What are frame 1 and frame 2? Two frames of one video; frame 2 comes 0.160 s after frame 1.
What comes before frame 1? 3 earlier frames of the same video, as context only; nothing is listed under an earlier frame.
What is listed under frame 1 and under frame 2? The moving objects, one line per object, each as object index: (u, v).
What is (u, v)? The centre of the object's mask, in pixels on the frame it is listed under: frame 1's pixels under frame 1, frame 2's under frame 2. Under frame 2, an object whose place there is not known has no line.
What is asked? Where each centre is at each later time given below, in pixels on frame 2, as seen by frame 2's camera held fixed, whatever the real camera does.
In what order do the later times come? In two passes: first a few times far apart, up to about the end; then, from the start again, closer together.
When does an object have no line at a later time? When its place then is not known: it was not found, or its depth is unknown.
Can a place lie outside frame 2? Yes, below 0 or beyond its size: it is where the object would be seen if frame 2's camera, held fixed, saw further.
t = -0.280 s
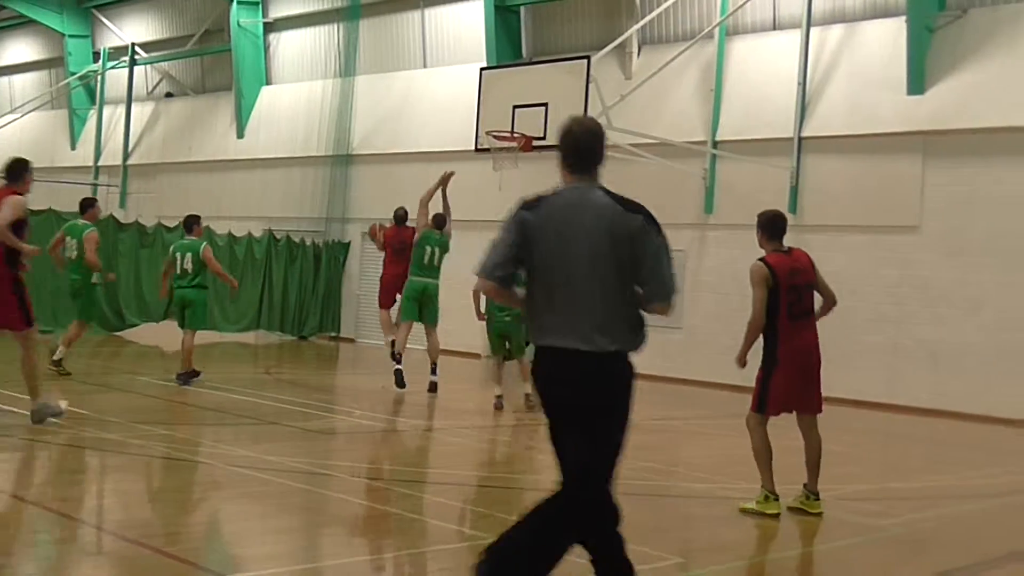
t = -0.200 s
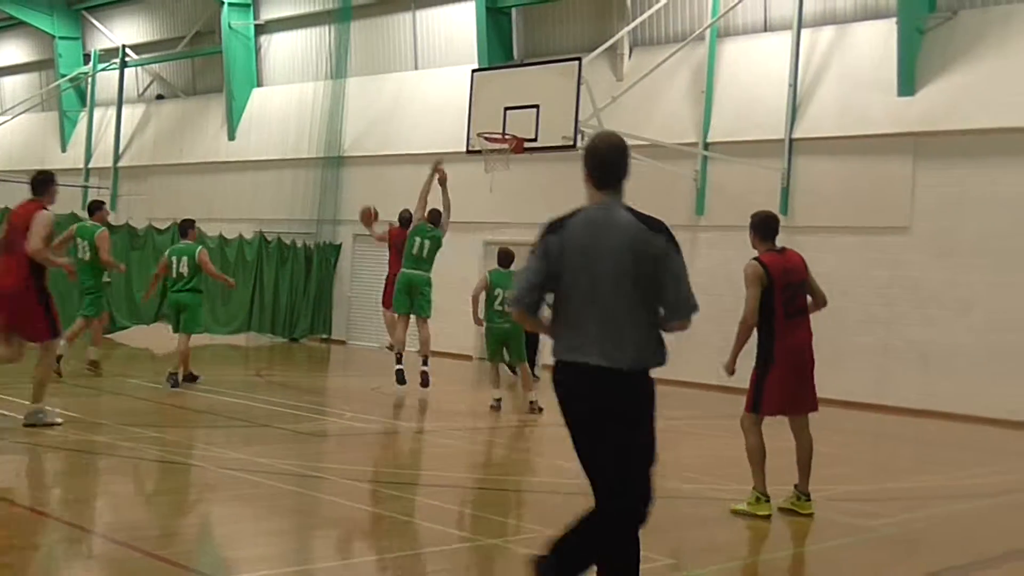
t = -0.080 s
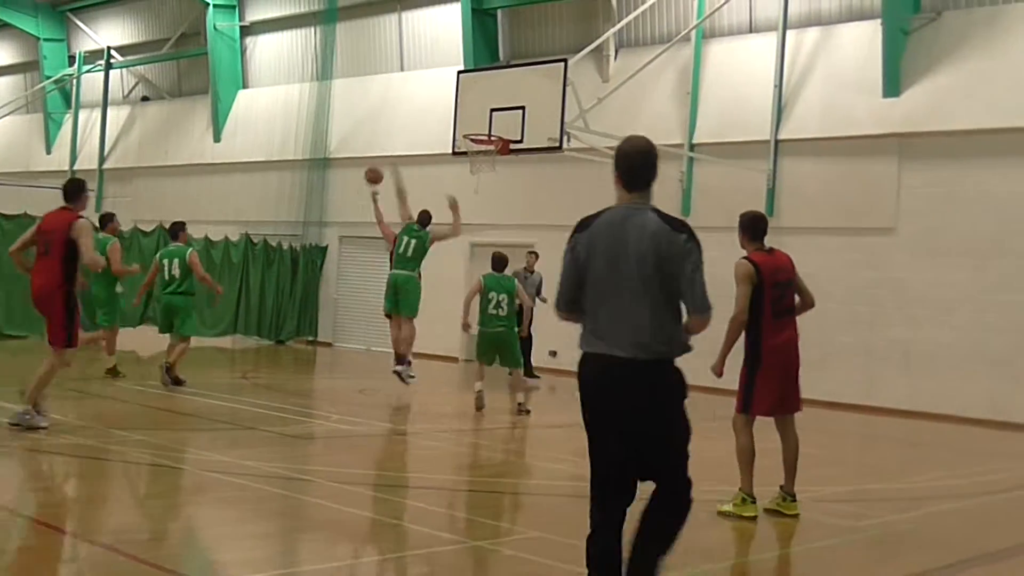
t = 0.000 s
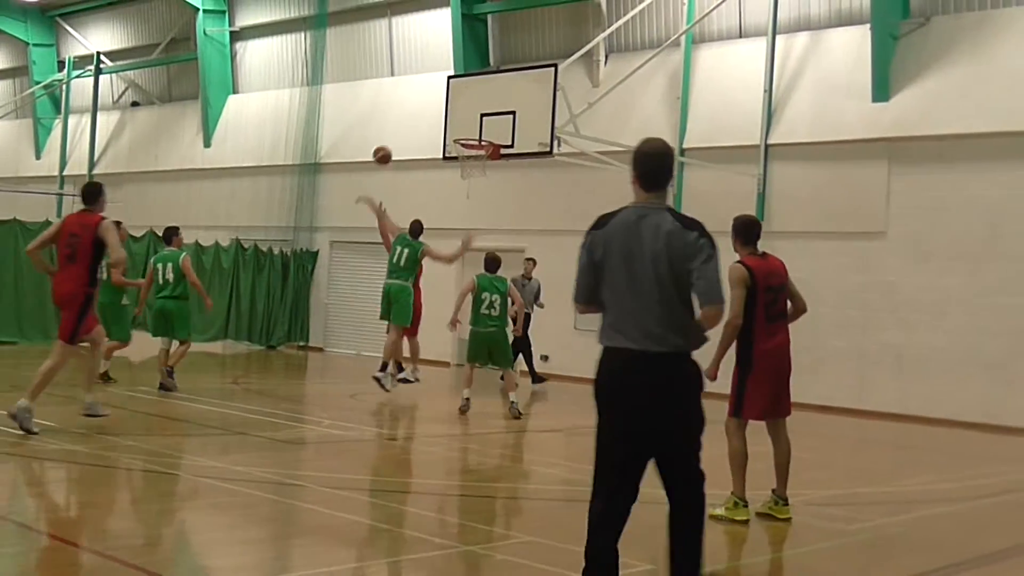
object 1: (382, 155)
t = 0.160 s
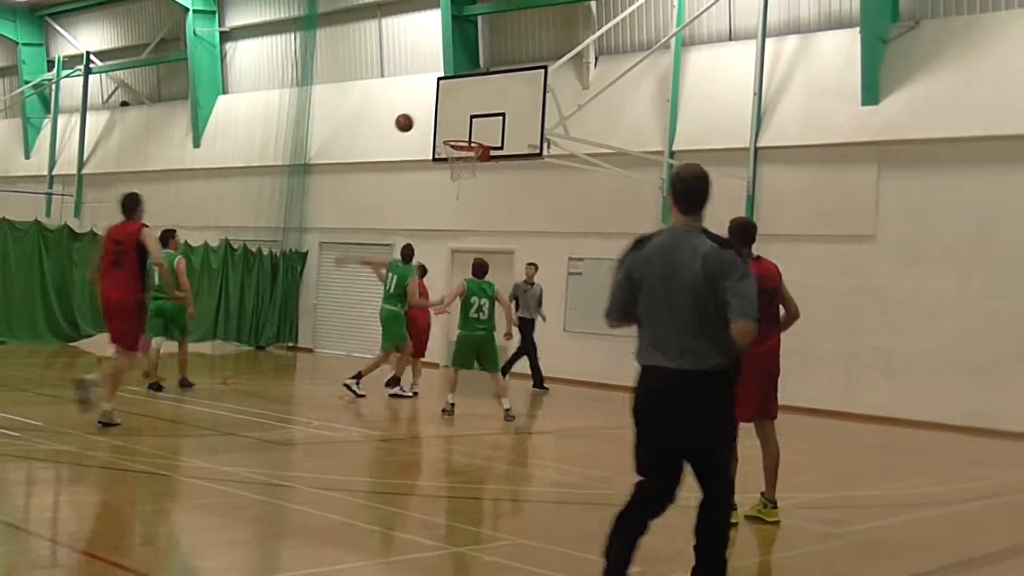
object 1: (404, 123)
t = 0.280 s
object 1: (427, 111)
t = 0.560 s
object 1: (425, 127)
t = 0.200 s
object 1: (412, 118)
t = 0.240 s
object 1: (419, 114)
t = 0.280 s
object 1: (427, 111)
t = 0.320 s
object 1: (434, 110)
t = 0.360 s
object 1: (433, 109)
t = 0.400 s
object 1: (432, 111)
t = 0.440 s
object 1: (430, 113)
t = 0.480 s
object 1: (429, 116)
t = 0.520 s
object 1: (427, 121)
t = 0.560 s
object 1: (425, 127)
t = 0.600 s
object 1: (423, 135)
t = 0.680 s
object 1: (420, 154)
